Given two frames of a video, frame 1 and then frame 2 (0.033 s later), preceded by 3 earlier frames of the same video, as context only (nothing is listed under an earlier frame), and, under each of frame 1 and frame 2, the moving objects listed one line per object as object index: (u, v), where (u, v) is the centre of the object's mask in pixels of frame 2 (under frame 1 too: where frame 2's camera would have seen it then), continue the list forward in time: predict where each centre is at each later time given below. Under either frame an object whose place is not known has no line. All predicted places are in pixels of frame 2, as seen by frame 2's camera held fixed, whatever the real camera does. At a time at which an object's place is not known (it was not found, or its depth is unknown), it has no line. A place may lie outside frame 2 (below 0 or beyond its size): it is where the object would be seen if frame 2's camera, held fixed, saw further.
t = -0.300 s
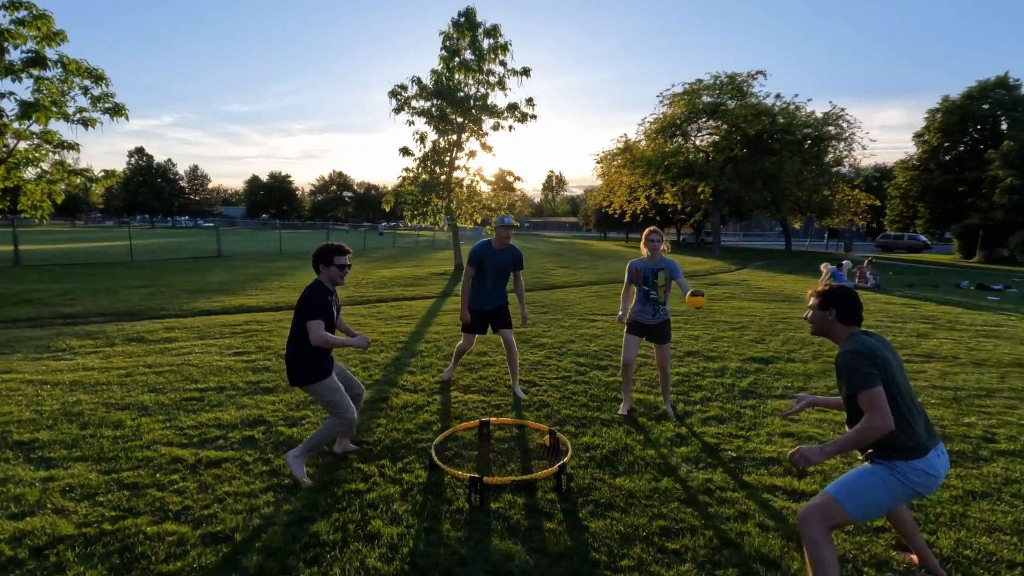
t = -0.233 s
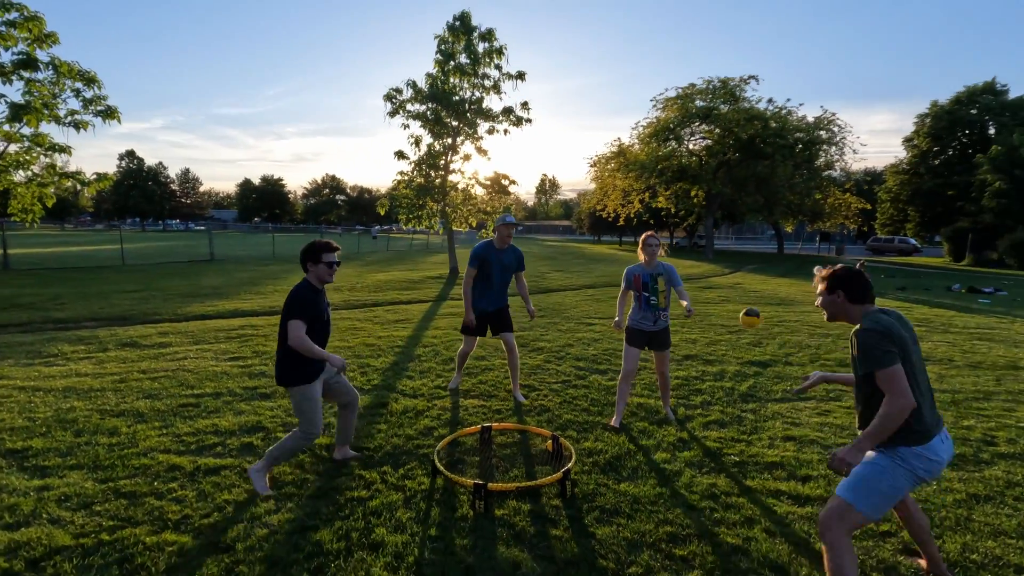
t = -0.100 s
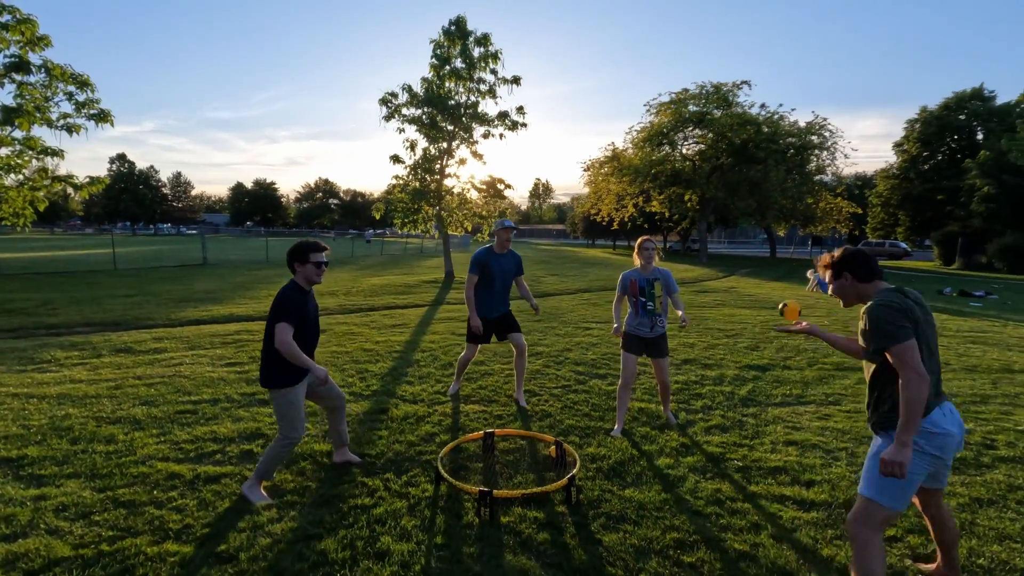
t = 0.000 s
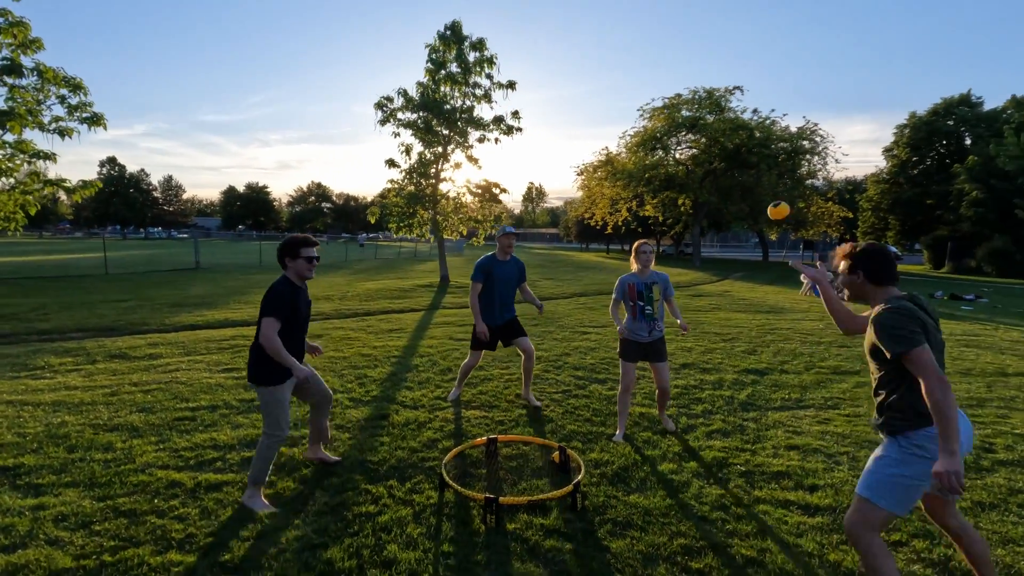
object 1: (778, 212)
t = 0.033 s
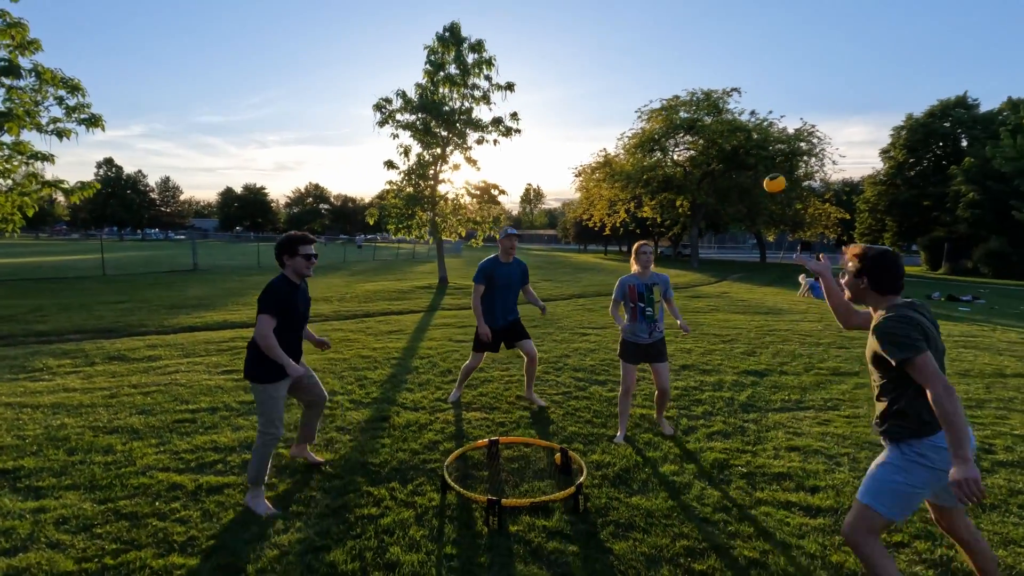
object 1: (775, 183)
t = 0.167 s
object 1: (764, 93)
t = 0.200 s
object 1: (761, 77)
